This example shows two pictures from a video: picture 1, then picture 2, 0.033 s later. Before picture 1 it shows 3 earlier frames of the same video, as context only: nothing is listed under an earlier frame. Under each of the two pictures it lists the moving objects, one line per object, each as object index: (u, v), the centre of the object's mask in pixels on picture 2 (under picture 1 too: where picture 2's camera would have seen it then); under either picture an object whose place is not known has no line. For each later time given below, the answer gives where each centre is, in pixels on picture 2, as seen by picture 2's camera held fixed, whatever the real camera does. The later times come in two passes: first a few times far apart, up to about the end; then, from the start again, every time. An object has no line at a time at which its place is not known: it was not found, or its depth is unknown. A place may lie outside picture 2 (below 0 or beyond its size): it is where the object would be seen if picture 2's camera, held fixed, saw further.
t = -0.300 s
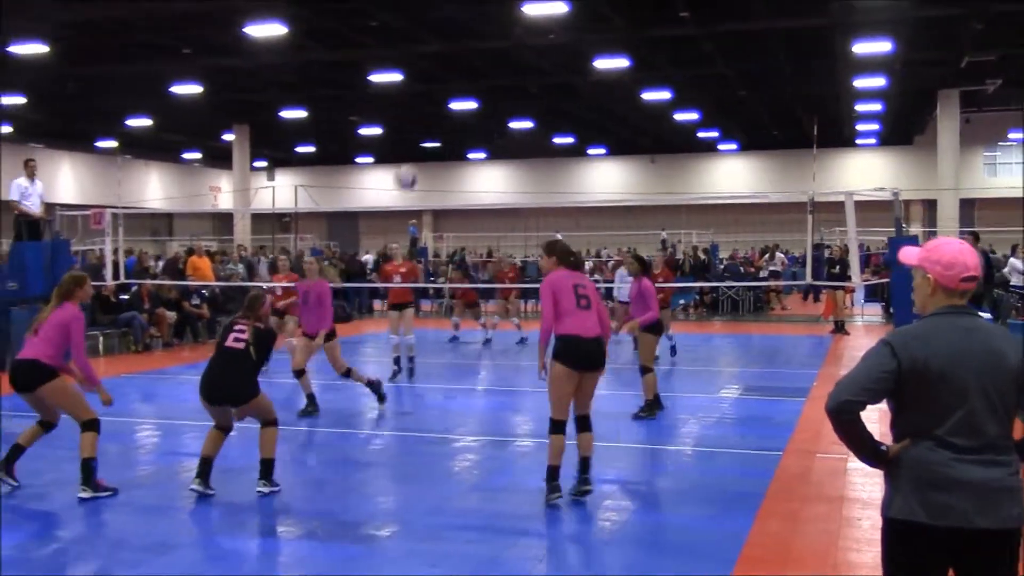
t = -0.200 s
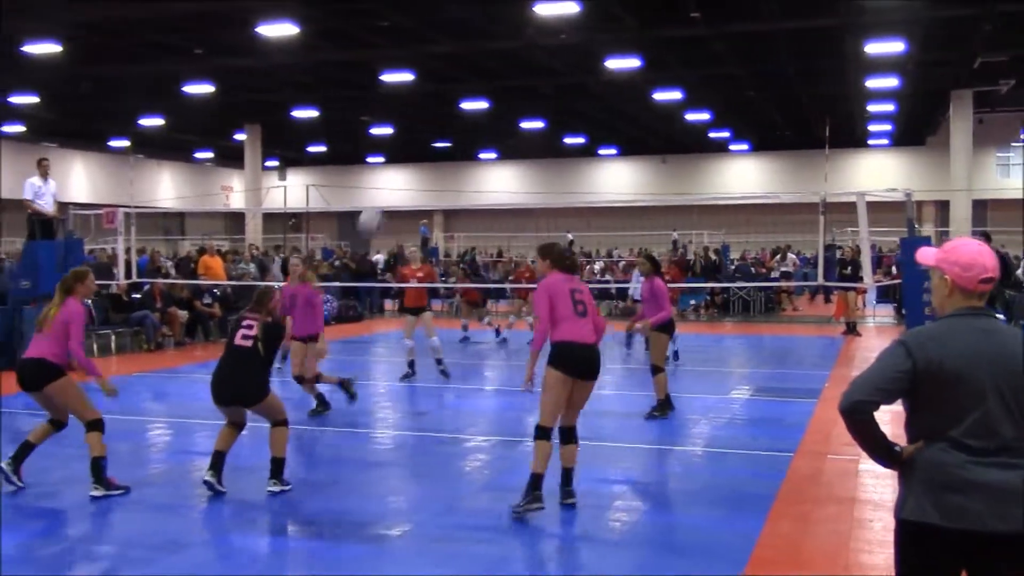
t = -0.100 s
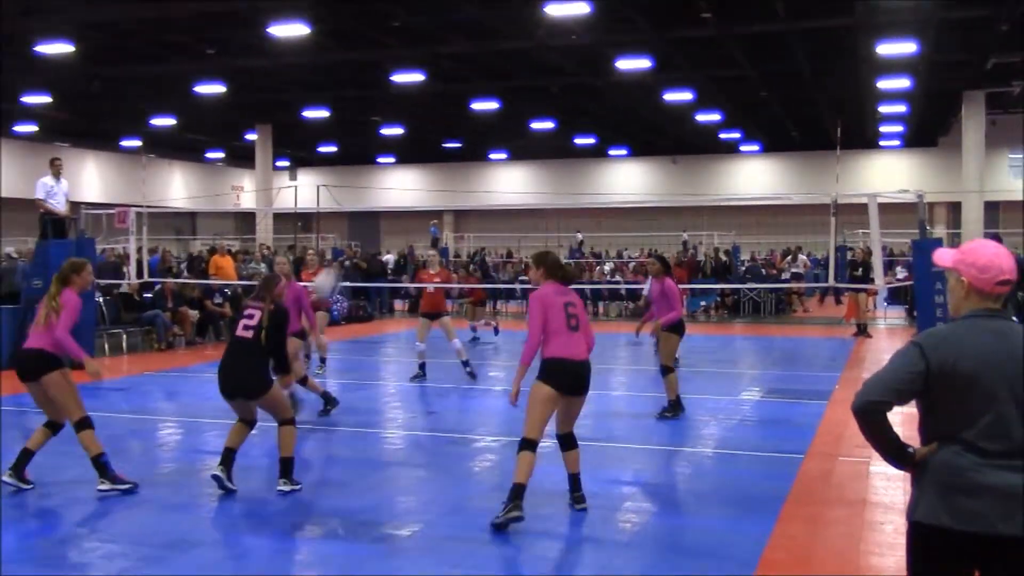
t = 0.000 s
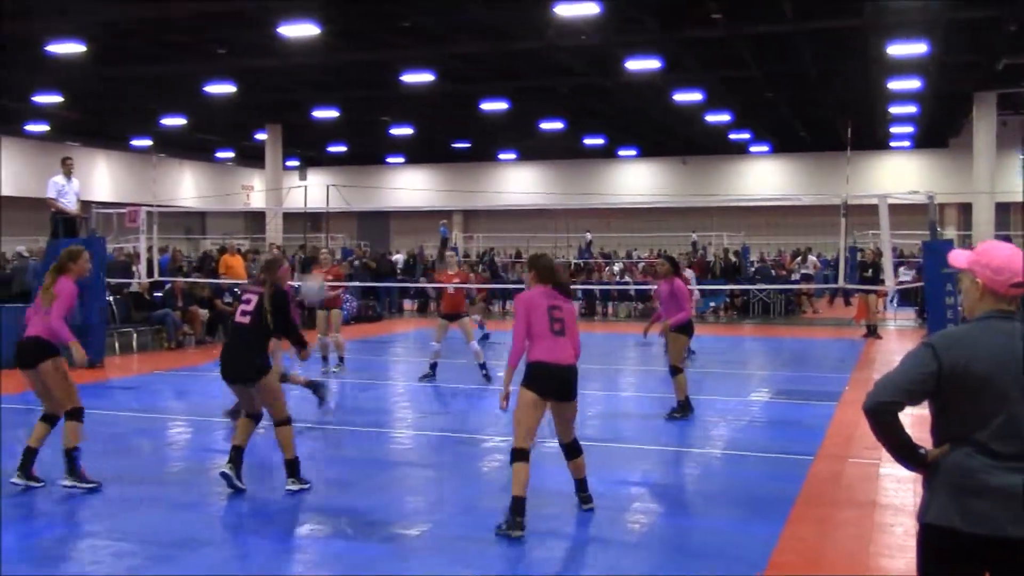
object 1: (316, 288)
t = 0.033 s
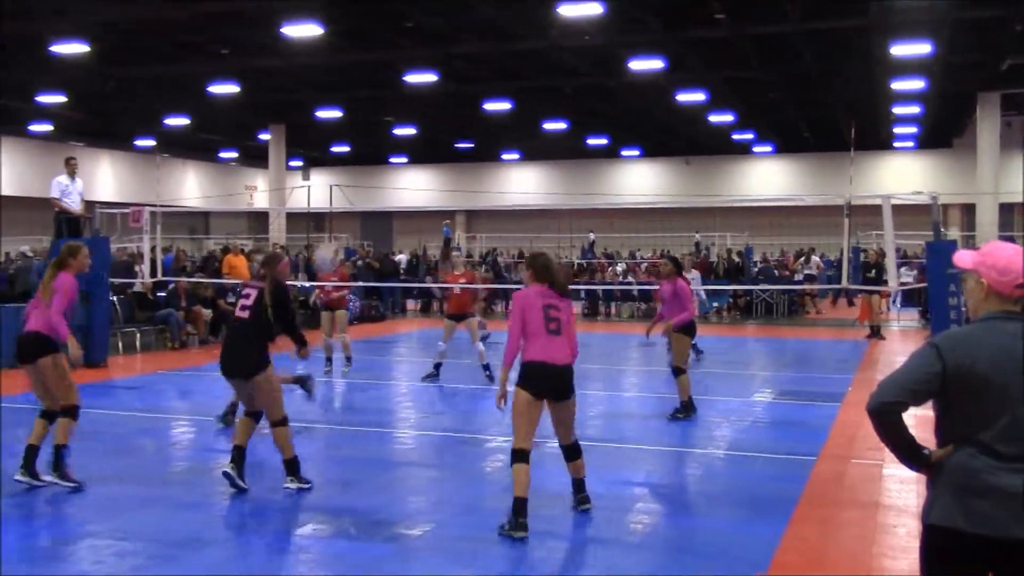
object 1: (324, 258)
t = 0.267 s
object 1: (389, 106)
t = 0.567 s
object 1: (453, 30)
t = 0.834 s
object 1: (502, 49)
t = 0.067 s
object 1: (333, 230)
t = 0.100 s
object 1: (344, 208)
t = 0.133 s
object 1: (354, 181)
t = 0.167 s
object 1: (364, 156)
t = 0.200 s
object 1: (373, 139)
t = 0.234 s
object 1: (381, 121)
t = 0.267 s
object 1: (389, 106)
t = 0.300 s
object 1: (397, 92)
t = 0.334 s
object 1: (403, 79)
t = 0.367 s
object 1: (412, 65)
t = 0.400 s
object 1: (419, 57)
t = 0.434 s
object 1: (427, 49)
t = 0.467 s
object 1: (434, 42)
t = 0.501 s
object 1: (440, 37)
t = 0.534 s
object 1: (447, 33)
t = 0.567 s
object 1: (453, 30)
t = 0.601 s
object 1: (460, 28)
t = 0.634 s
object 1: (466, 28)
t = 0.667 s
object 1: (473, 28)
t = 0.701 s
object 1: (479, 30)
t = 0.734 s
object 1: (485, 33)
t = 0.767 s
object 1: (491, 37)
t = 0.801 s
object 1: (496, 42)
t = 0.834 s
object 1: (502, 49)
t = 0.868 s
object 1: (507, 56)
